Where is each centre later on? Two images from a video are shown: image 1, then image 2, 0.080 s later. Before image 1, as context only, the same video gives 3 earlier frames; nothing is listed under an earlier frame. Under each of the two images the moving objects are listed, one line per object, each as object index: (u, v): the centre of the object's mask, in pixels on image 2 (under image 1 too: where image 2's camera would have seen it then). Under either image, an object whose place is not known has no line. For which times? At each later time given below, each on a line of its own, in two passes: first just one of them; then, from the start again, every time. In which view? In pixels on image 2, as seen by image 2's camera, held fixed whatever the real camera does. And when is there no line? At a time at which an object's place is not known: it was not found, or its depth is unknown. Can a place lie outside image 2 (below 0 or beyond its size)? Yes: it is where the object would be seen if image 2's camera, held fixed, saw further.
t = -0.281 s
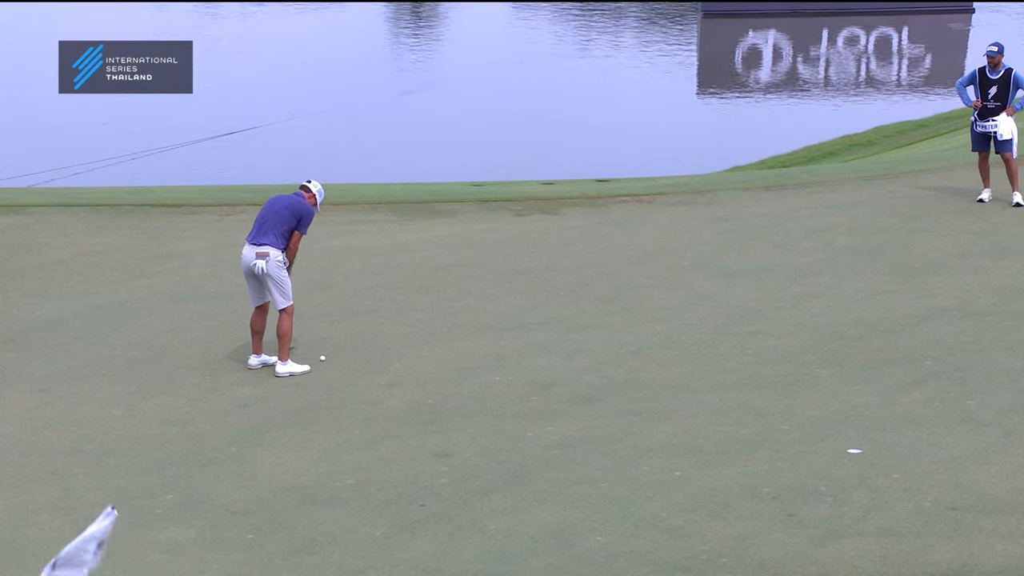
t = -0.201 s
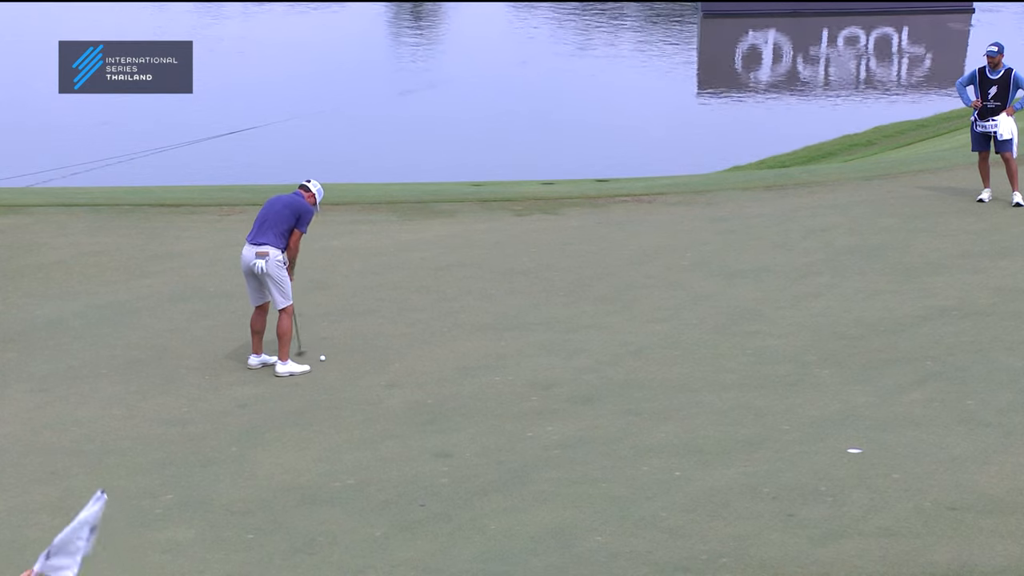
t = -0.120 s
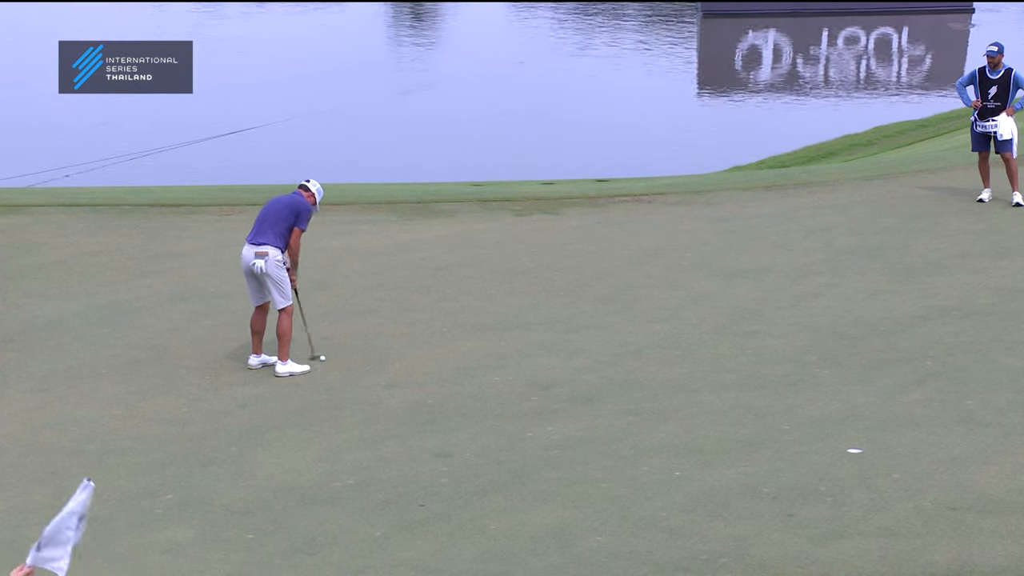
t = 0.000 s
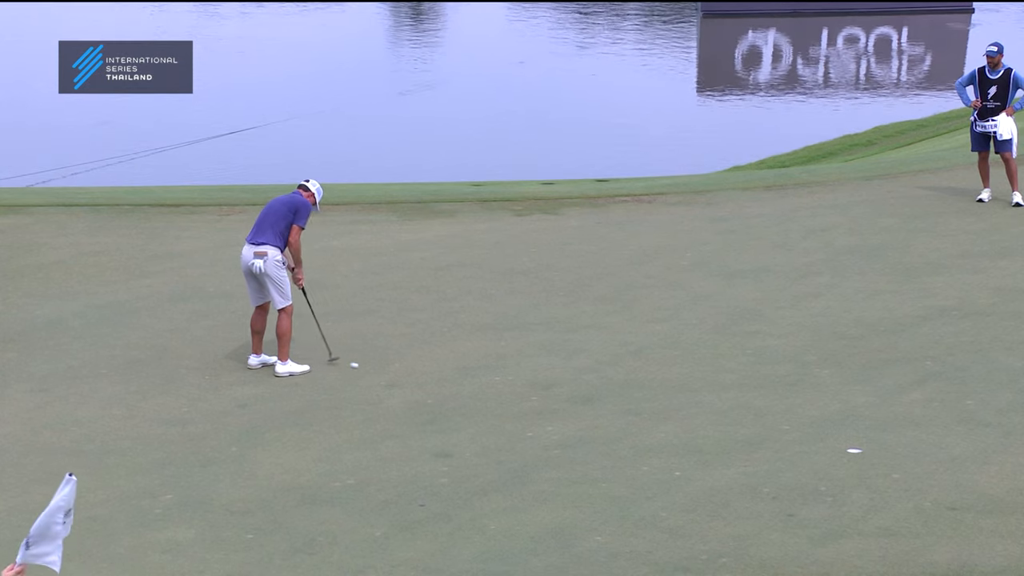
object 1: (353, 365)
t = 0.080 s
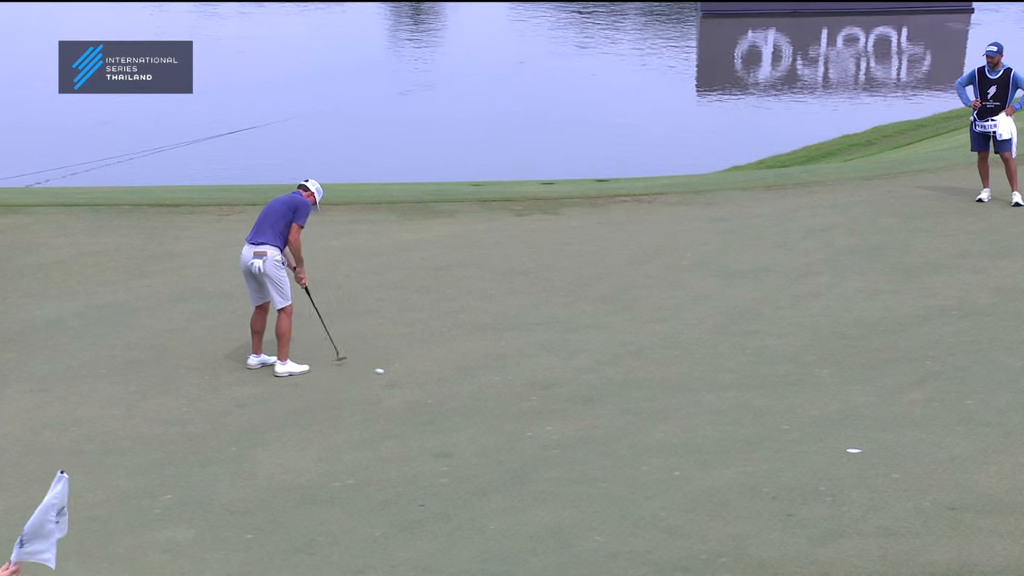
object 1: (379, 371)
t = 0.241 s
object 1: (425, 381)
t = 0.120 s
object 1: (392, 374)
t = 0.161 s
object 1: (403, 376)
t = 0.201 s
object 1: (414, 379)
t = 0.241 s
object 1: (425, 381)
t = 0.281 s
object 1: (435, 382)
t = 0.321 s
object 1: (445, 384)
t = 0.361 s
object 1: (454, 386)
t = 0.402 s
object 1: (464, 389)
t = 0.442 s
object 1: (473, 391)
